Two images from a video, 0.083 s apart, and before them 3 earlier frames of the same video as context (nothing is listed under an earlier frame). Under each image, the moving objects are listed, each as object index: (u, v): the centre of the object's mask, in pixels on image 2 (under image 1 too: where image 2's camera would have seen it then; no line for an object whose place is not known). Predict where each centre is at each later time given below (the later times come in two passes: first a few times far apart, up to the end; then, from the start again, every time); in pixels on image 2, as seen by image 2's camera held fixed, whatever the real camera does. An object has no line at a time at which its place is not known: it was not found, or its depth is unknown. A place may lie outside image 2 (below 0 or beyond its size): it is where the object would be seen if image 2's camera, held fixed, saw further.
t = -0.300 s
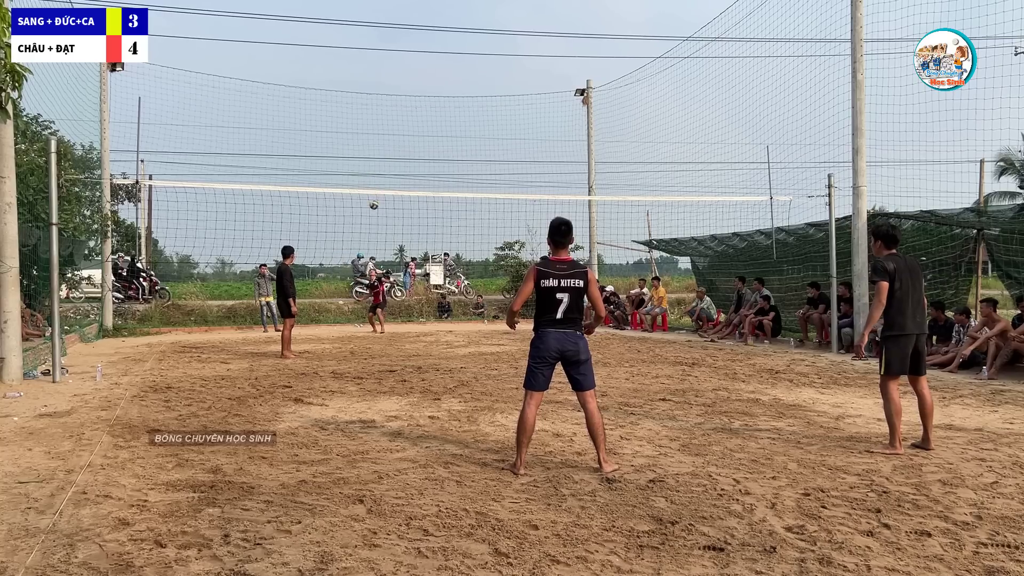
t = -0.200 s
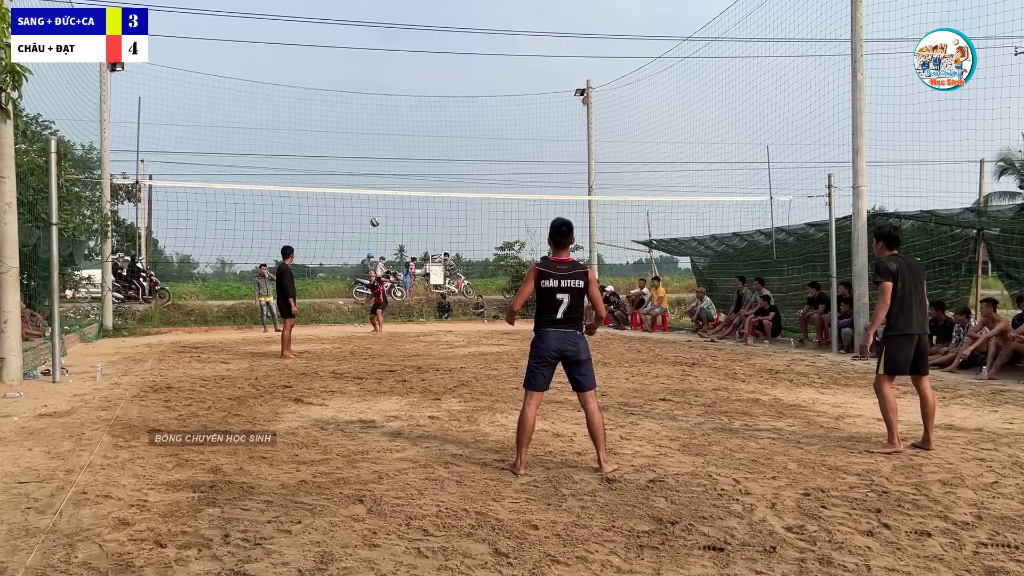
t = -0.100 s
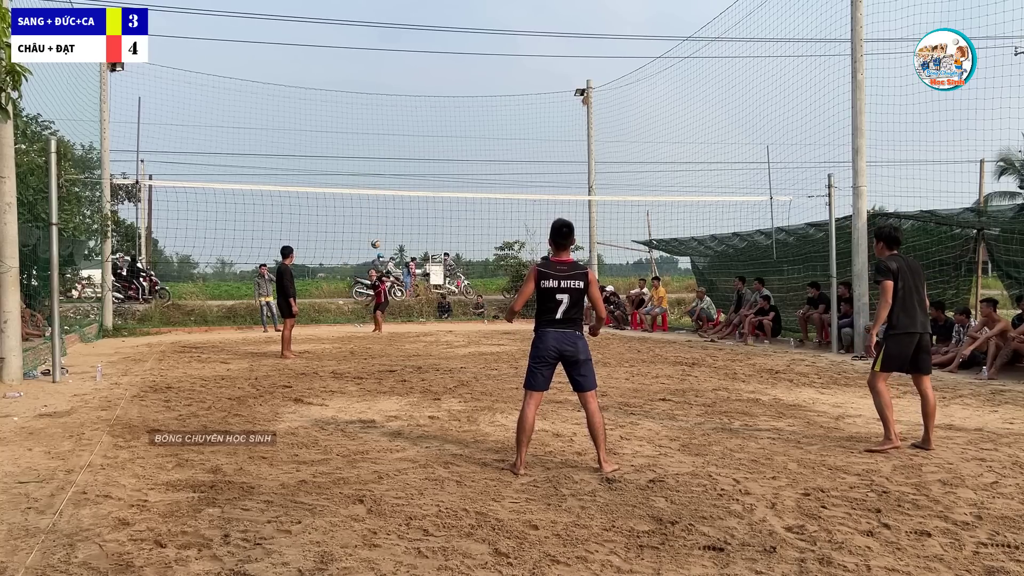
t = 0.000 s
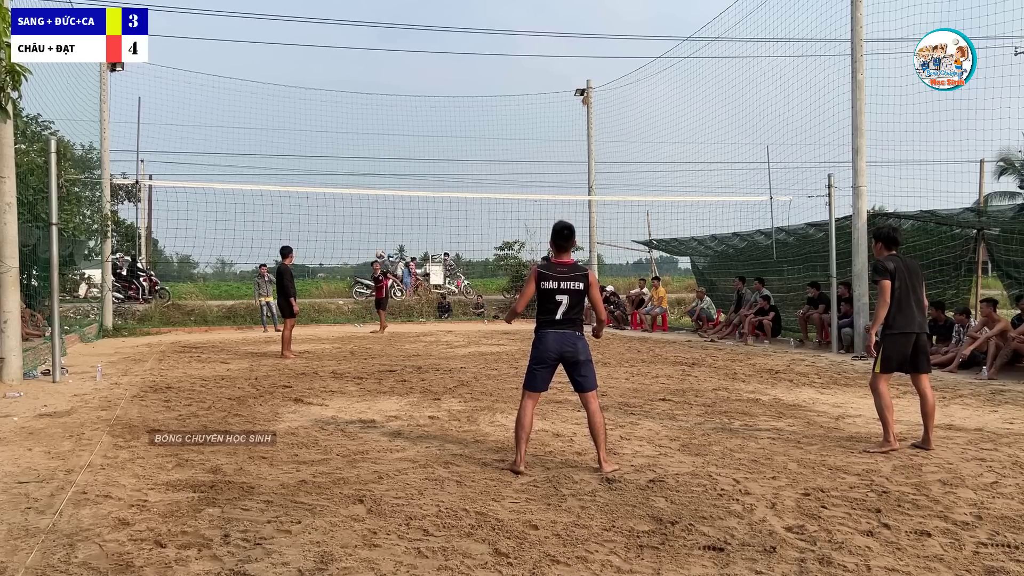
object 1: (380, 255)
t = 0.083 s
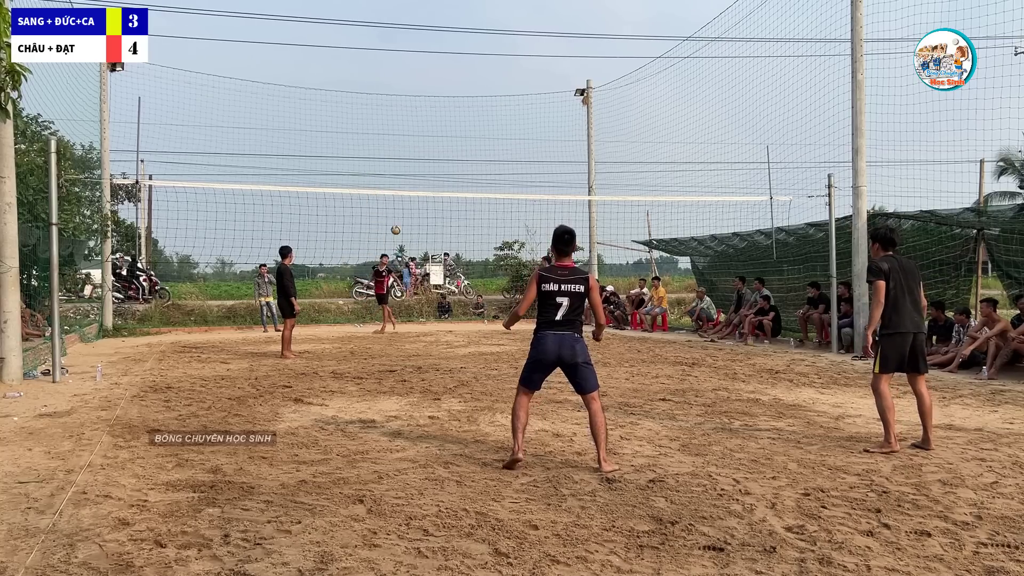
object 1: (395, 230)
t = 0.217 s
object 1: (422, 194)
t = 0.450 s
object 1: (475, 144)
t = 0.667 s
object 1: (534, 118)
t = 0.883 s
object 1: (604, 117)
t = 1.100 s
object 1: (691, 150)
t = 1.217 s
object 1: (746, 186)
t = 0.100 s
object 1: (398, 225)
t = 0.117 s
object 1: (402, 220)
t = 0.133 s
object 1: (405, 216)
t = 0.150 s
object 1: (408, 211)
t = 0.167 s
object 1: (412, 207)
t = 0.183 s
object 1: (415, 202)
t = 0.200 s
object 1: (418, 199)
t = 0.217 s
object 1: (422, 194)
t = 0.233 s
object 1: (425, 189)
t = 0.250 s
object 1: (429, 186)
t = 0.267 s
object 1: (433, 182)
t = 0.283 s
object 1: (436, 177)
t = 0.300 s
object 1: (440, 174)
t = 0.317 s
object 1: (444, 171)
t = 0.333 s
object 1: (447, 167)
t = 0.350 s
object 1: (451, 163)
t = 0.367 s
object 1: (455, 160)
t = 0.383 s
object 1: (459, 157)
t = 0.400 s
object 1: (463, 153)
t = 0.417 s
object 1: (467, 150)
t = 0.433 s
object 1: (471, 147)
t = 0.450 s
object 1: (475, 144)
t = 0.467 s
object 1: (479, 141)
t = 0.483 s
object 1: (483, 139)
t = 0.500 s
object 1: (488, 136)
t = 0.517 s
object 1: (492, 134)
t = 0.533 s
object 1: (496, 132)
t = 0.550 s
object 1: (501, 129)
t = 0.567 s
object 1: (505, 127)
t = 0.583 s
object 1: (510, 126)
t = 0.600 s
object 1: (515, 124)
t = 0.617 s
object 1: (519, 122)
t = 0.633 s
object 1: (524, 121)
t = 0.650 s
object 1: (529, 119)
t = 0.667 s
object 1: (534, 118)
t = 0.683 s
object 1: (539, 117)
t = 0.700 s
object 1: (544, 116)
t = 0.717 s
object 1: (549, 115)
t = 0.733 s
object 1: (554, 115)
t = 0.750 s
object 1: (559, 114)
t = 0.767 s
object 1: (565, 114)
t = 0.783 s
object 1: (570, 114)
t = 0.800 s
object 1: (575, 114)
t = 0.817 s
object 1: (581, 114)
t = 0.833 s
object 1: (586, 114)
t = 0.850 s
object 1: (592, 115)
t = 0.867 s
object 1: (599, 116)
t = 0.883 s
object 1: (604, 117)
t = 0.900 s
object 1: (610, 118)
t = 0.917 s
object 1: (616, 120)
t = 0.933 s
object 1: (623, 121)
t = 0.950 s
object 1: (629, 123)
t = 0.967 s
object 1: (635, 125)
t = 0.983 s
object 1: (642, 127)
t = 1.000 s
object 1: (649, 130)
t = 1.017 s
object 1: (655, 133)
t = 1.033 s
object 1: (662, 136)
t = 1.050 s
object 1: (669, 139)
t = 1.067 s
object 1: (676, 142)
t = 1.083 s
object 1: (683, 146)
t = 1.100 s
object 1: (691, 150)
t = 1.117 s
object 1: (698, 154)
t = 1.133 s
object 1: (706, 159)
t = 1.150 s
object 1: (714, 164)
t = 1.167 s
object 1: (721, 169)
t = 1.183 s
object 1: (729, 175)
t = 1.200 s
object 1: (738, 180)
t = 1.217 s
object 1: (746, 186)
